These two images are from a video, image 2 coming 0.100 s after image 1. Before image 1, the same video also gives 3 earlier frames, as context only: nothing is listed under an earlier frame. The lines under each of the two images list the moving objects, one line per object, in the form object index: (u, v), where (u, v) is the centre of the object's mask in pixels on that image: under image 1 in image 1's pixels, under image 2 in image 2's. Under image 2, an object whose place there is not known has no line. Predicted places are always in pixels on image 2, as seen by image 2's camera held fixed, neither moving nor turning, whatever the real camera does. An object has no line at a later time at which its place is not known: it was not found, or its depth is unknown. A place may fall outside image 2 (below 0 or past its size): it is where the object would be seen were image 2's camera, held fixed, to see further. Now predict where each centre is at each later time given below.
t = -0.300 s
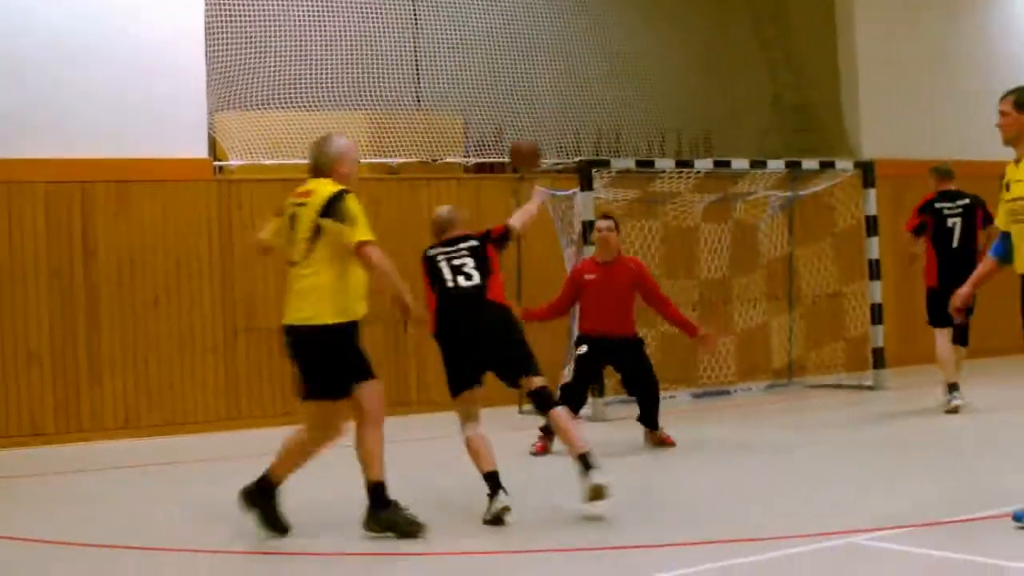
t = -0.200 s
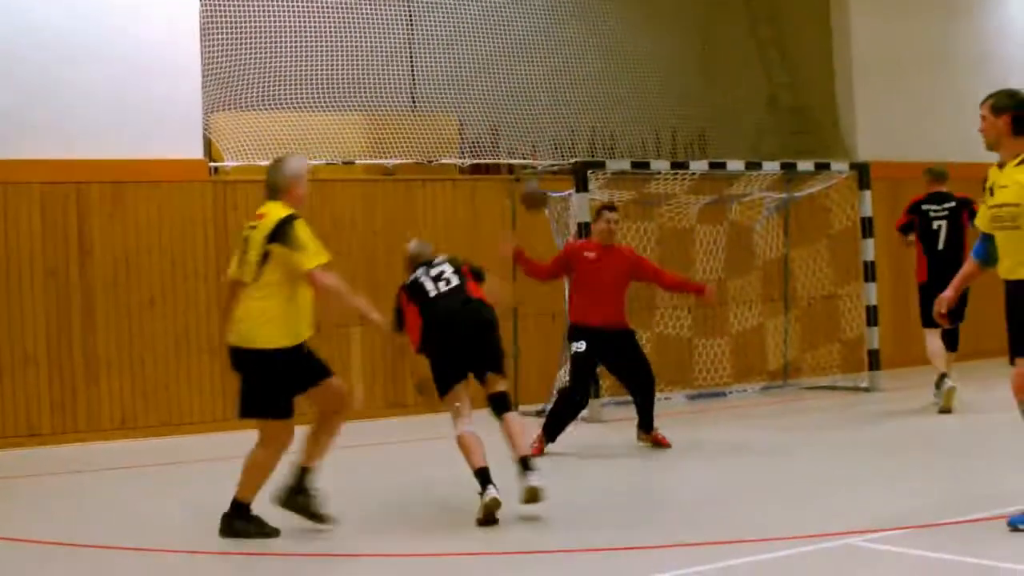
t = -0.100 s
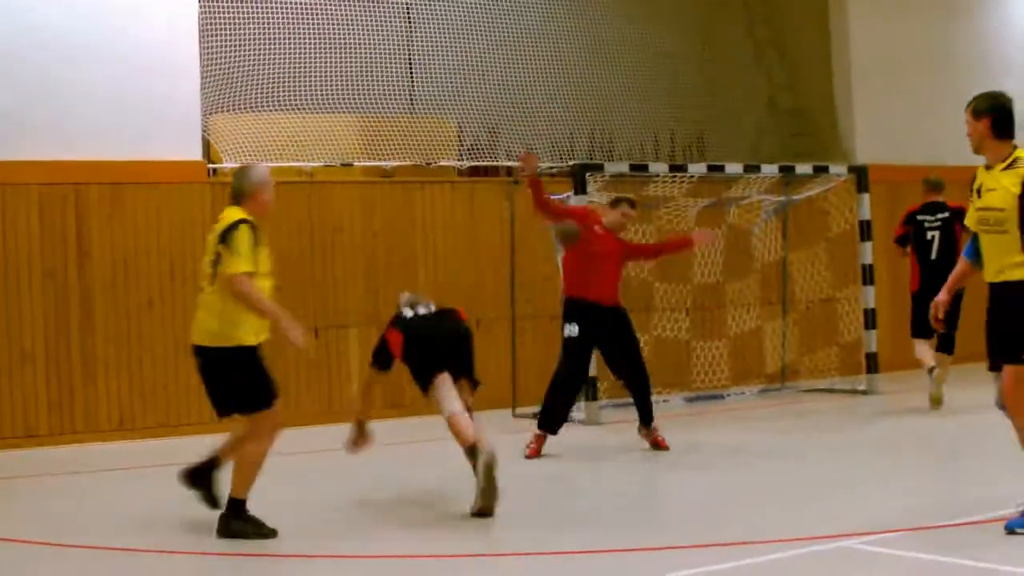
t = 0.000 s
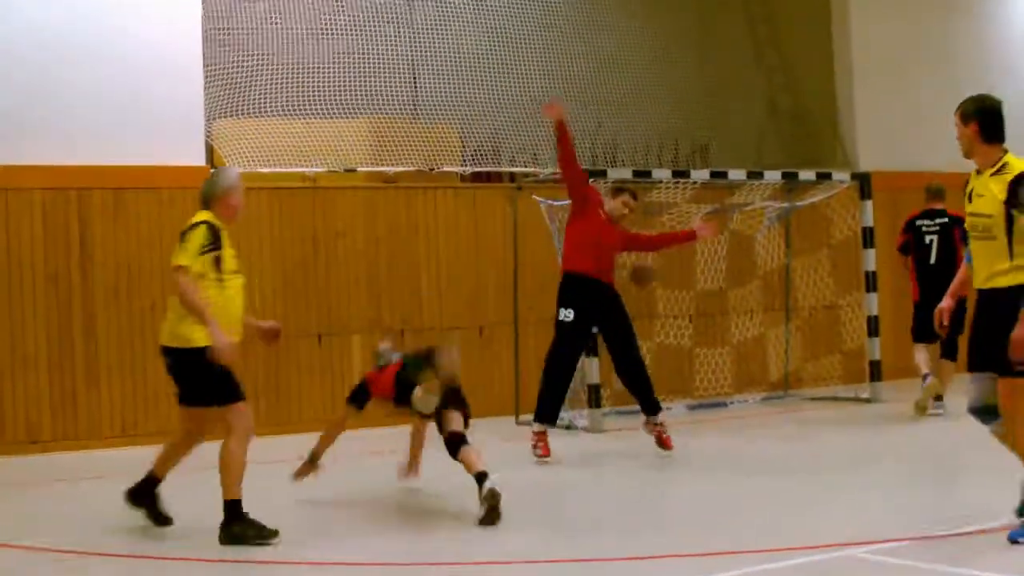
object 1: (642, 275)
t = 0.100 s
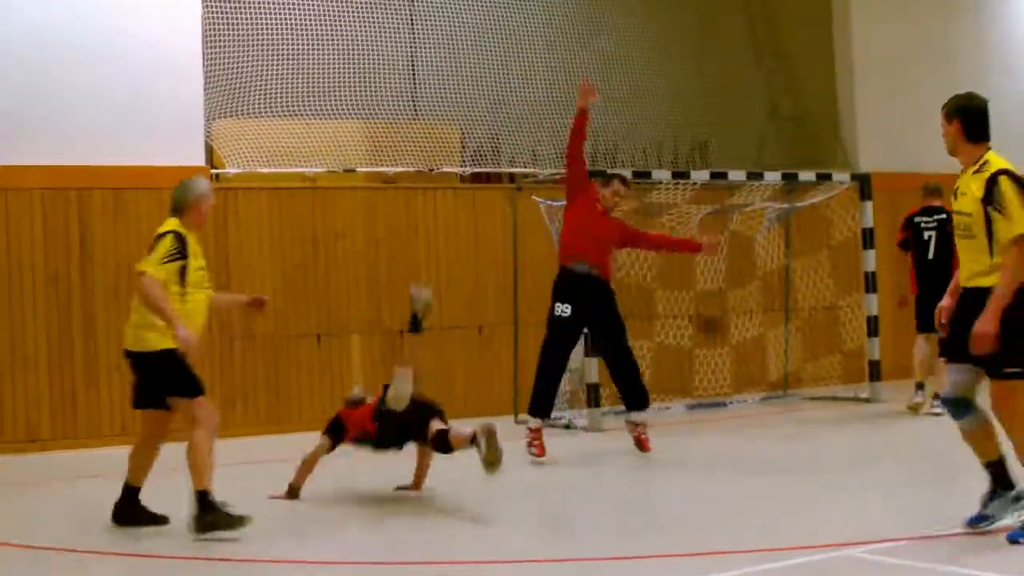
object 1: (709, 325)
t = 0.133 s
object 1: (736, 345)
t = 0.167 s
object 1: (756, 368)
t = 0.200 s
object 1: (783, 388)
